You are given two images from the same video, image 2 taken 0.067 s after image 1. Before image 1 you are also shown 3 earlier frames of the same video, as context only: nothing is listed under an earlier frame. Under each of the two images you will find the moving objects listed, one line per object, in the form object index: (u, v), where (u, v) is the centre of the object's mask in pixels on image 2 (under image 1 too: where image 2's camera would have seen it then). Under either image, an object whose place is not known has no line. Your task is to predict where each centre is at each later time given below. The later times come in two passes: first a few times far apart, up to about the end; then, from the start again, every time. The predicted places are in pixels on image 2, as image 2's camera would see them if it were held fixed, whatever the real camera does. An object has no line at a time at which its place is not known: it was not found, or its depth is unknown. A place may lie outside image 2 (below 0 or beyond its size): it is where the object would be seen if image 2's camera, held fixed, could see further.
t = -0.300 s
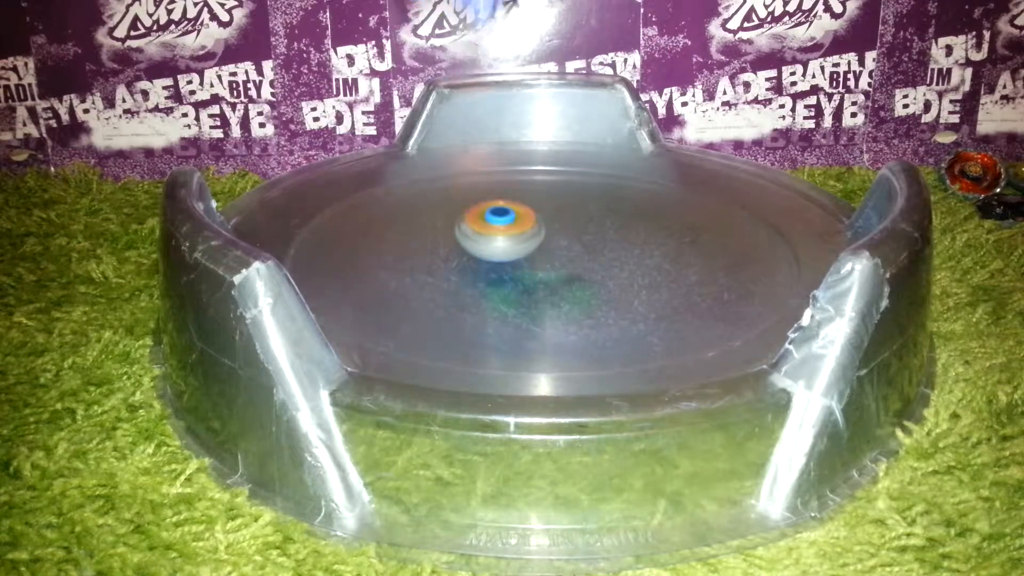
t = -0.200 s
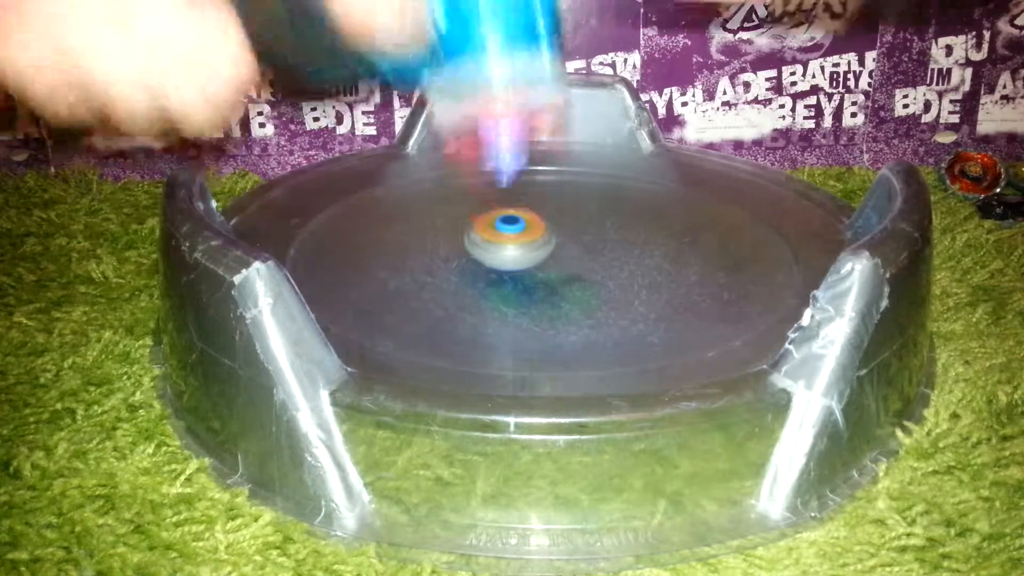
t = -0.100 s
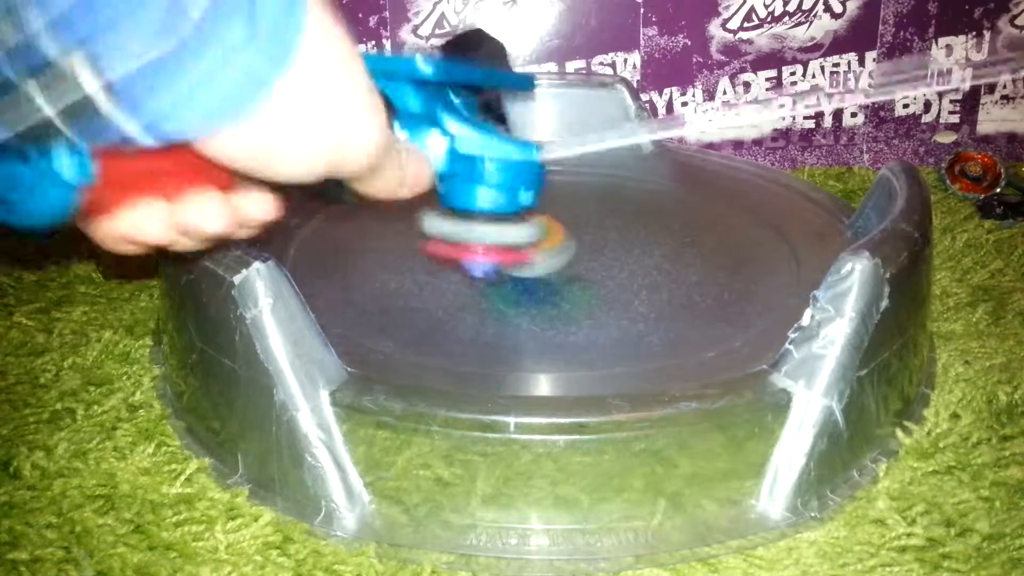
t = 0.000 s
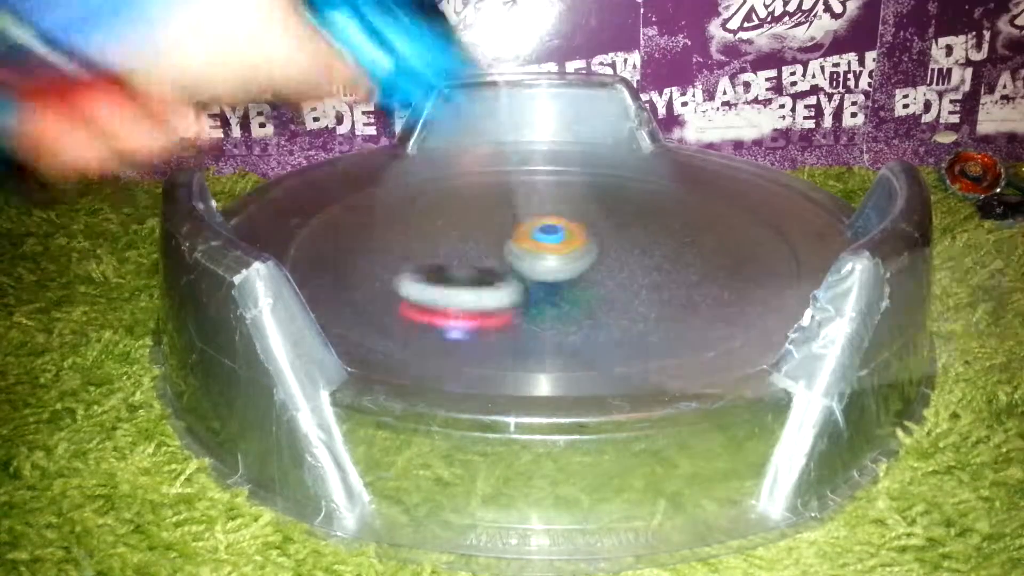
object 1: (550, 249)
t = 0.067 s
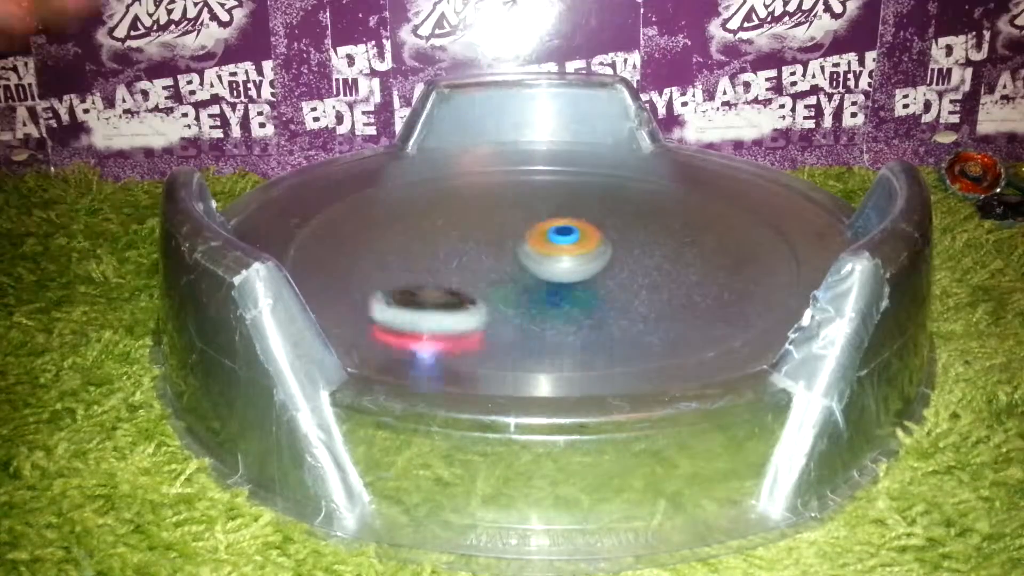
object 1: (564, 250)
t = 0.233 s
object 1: (596, 247)
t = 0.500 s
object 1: (615, 236)
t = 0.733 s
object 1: (597, 232)
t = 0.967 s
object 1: (576, 245)
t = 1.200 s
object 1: (576, 262)
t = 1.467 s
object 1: (592, 271)
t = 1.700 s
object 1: (600, 271)
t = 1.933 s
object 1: (589, 267)
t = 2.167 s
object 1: (562, 266)
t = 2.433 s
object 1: (577, 285)
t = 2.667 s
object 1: (587, 275)
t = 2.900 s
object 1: (800, 238)
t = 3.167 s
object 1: (610, 224)
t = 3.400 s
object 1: (337, 201)
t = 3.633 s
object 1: (341, 268)
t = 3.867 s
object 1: (465, 285)
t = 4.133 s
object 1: (538, 259)
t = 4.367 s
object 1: (551, 233)
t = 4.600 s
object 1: (551, 219)
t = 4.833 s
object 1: (550, 214)
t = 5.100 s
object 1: (553, 219)
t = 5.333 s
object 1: (563, 230)
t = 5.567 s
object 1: (573, 245)
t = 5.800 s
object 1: (586, 258)
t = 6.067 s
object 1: (591, 266)
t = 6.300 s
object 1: (587, 271)
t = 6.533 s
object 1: (575, 273)
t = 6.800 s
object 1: (550, 271)
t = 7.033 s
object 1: (523, 268)
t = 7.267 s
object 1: (502, 261)
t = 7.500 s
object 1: (490, 255)
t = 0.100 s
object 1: (572, 250)
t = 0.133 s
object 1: (579, 250)
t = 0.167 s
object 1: (586, 249)
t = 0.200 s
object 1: (591, 248)
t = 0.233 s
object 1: (596, 247)
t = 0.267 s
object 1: (601, 246)
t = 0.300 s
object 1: (604, 245)
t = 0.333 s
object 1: (608, 244)
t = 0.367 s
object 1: (611, 242)
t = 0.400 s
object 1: (612, 240)
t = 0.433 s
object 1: (613, 239)
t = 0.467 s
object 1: (614, 238)
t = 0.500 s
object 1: (615, 236)
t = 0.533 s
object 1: (615, 235)
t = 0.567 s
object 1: (613, 234)
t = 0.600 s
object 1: (611, 233)
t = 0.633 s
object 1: (608, 232)
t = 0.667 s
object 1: (605, 232)
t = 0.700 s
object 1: (602, 232)
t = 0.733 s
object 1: (597, 232)
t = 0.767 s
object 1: (593, 233)
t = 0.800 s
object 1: (588, 234)
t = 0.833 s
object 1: (585, 236)
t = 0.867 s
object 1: (582, 238)
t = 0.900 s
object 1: (579, 241)
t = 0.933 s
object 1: (578, 243)
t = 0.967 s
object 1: (576, 245)
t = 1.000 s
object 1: (575, 248)
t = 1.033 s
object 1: (574, 250)
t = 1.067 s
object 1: (573, 252)
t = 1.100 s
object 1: (574, 255)
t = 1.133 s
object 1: (574, 257)
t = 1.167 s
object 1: (575, 260)
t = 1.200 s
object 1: (576, 262)
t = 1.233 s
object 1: (578, 263)
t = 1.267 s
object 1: (580, 265)
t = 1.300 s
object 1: (582, 266)
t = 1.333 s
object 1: (584, 268)
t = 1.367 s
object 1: (586, 269)
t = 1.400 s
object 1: (588, 270)
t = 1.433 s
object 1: (590, 270)
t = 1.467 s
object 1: (592, 271)
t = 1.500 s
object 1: (594, 271)
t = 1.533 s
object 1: (596, 271)
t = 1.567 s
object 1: (597, 271)
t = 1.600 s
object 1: (599, 271)
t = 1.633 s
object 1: (599, 271)
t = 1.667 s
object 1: (600, 271)
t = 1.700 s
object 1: (600, 271)
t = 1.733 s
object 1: (600, 271)
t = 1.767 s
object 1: (600, 270)
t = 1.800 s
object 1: (600, 269)
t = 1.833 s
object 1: (598, 268)
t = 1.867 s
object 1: (596, 268)
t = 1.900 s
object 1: (593, 267)
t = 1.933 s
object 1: (589, 267)
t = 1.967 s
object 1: (585, 267)
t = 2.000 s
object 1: (581, 266)
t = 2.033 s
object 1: (578, 266)
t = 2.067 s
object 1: (574, 266)
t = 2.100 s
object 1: (570, 266)
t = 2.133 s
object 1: (566, 266)
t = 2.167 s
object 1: (562, 266)
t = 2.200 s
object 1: (557, 266)
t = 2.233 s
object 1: (553, 266)
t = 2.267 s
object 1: (548, 266)
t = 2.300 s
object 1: (548, 269)
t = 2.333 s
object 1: (558, 277)
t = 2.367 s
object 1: (567, 282)
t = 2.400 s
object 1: (573, 285)
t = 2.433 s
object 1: (577, 285)
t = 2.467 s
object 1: (580, 284)
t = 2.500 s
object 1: (583, 283)
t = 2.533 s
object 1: (586, 282)
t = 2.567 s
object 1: (587, 280)
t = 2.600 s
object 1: (588, 279)
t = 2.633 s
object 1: (588, 277)
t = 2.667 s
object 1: (587, 275)
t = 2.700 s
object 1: (585, 273)
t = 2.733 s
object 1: (582, 271)
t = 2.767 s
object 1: (578, 269)
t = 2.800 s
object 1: (599, 271)
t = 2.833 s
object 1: (700, 279)
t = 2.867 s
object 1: (780, 271)
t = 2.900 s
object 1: (800, 238)
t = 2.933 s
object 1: (792, 214)
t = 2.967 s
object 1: (780, 215)
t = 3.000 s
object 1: (760, 243)
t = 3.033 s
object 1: (739, 245)
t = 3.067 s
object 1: (709, 237)
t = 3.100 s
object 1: (679, 238)
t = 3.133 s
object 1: (645, 231)
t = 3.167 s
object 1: (610, 224)
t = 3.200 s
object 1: (571, 217)
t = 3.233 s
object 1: (533, 211)
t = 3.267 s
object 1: (490, 206)
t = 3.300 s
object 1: (449, 205)
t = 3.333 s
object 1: (409, 202)
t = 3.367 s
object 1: (375, 200)
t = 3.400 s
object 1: (337, 201)
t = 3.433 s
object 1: (310, 203)
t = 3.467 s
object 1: (302, 218)
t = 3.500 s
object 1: (302, 232)
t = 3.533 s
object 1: (308, 242)
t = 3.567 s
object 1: (317, 252)
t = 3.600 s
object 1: (328, 260)
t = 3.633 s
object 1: (341, 268)
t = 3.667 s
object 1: (357, 273)
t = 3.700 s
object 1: (374, 278)
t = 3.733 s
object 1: (392, 282)
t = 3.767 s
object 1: (411, 284)
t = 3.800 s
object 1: (429, 285)
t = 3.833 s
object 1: (448, 286)
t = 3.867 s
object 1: (465, 285)
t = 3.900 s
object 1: (481, 284)
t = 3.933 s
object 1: (495, 282)
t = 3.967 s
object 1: (507, 279)
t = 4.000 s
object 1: (517, 275)
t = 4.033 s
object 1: (524, 271)
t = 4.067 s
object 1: (530, 267)
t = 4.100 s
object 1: (535, 263)
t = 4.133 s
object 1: (538, 259)
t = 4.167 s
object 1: (542, 255)
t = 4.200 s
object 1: (544, 251)
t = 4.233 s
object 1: (546, 247)
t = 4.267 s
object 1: (548, 244)
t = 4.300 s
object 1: (550, 240)
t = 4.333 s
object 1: (550, 237)
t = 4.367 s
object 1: (551, 233)
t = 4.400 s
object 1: (551, 231)
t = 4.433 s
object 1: (551, 228)
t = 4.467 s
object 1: (551, 226)
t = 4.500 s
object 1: (551, 224)
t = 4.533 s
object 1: (551, 222)
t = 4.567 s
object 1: (551, 220)
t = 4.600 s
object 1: (551, 219)
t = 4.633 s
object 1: (551, 218)
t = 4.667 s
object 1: (551, 217)
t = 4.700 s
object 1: (551, 216)
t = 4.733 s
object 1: (551, 215)
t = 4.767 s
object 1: (551, 214)
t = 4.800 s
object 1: (550, 214)
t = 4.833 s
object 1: (550, 214)
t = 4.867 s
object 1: (550, 214)
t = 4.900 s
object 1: (550, 214)
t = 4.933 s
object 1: (549, 214)
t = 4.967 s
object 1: (550, 215)
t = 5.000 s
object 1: (550, 215)
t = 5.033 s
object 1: (550, 216)
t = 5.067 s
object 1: (551, 217)
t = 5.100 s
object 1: (553, 219)
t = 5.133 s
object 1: (555, 220)
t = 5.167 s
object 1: (556, 221)
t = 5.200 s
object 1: (558, 223)
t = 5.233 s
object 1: (559, 224)
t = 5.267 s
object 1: (561, 226)
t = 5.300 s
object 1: (562, 228)
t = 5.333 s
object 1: (563, 230)
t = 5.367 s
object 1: (564, 232)
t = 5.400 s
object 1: (566, 234)
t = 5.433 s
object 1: (567, 236)
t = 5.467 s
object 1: (568, 238)
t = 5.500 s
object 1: (569, 241)
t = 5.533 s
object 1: (571, 243)
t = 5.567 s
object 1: (573, 245)
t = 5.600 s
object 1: (575, 247)
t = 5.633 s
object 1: (577, 249)
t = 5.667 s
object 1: (579, 251)
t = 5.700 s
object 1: (581, 253)
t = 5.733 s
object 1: (583, 255)
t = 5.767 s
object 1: (584, 256)
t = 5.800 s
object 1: (586, 258)
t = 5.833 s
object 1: (587, 259)
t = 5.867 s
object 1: (588, 261)
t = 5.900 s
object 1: (589, 262)
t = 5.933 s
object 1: (590, 263)
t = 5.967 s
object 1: (591, 264)
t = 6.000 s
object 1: (591, 265)
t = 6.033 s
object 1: (591, 266)
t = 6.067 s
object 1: (591, 266)
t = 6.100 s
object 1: (592, 267)
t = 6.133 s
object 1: (591, 268)
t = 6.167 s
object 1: (591, 269)
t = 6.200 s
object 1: (590, 269)
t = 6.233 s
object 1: (589, 270)
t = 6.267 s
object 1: (588, 271)
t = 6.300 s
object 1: (587, 271)
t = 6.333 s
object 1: (586, 272)
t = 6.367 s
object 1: (585, 272)
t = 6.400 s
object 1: (583, 272)
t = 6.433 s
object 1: (581, 273)
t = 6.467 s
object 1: (579, 273)
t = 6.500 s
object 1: (577, 273)
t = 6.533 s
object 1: (575, 273)
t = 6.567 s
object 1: (573, 273)
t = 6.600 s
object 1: (570, 273)
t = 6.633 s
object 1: (567, 272)
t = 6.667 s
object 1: (564, 272)
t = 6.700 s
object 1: (561, 272)
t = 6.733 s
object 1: (557, 272)
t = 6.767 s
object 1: (554, 272)
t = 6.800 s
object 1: (550, 271)
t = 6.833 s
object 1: (546, 271)
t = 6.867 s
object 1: (542, 270)
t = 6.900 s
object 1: (538, 270)
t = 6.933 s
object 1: (534, 270)
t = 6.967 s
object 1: (530, 269)
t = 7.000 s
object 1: (526, 268)
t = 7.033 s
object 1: (523, 268)
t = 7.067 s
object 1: (519, 267)
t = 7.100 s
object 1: (516, 266)
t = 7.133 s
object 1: (513, 265)
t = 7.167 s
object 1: (510, 264)
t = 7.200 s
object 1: (507, 263)
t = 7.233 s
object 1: (504, 262)
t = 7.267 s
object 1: (502, 261)
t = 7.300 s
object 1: (500, 260)
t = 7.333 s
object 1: (498, 259)
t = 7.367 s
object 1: (496, 258)
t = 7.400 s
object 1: (494, 258)
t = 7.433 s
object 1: (493, 257)
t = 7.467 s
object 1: (491, 256)
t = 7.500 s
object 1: (490, 255)
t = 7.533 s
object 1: (489, 254)
